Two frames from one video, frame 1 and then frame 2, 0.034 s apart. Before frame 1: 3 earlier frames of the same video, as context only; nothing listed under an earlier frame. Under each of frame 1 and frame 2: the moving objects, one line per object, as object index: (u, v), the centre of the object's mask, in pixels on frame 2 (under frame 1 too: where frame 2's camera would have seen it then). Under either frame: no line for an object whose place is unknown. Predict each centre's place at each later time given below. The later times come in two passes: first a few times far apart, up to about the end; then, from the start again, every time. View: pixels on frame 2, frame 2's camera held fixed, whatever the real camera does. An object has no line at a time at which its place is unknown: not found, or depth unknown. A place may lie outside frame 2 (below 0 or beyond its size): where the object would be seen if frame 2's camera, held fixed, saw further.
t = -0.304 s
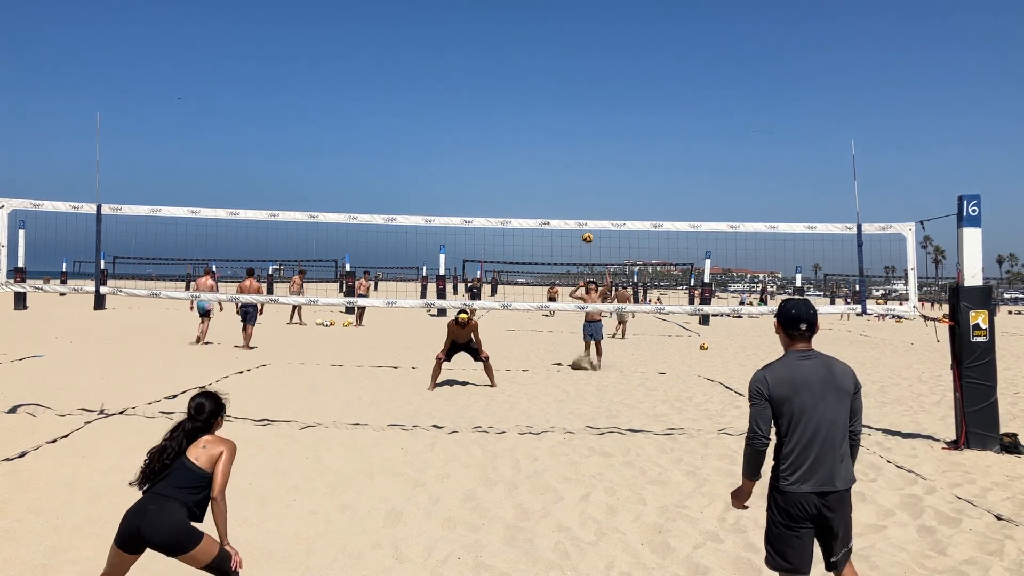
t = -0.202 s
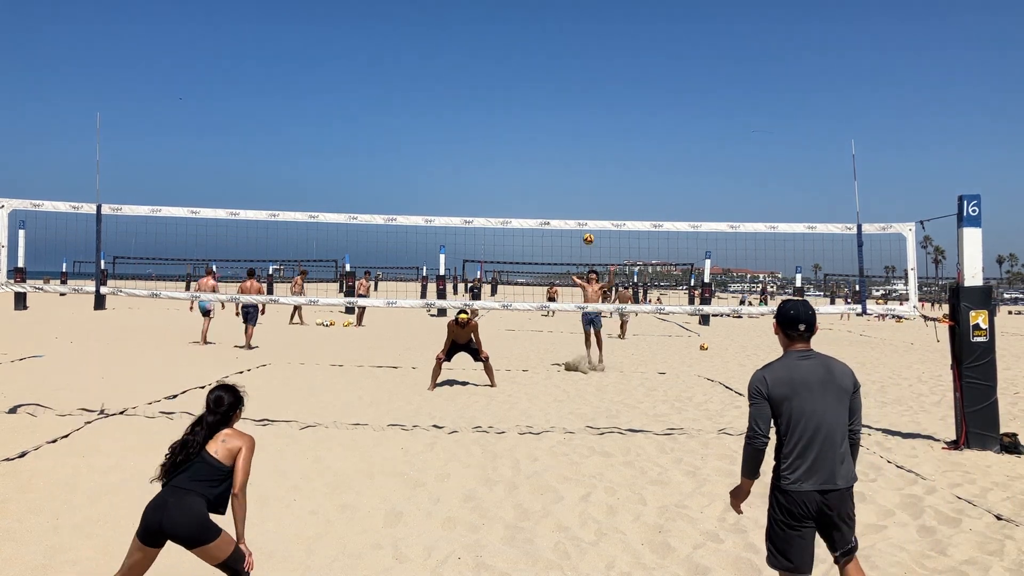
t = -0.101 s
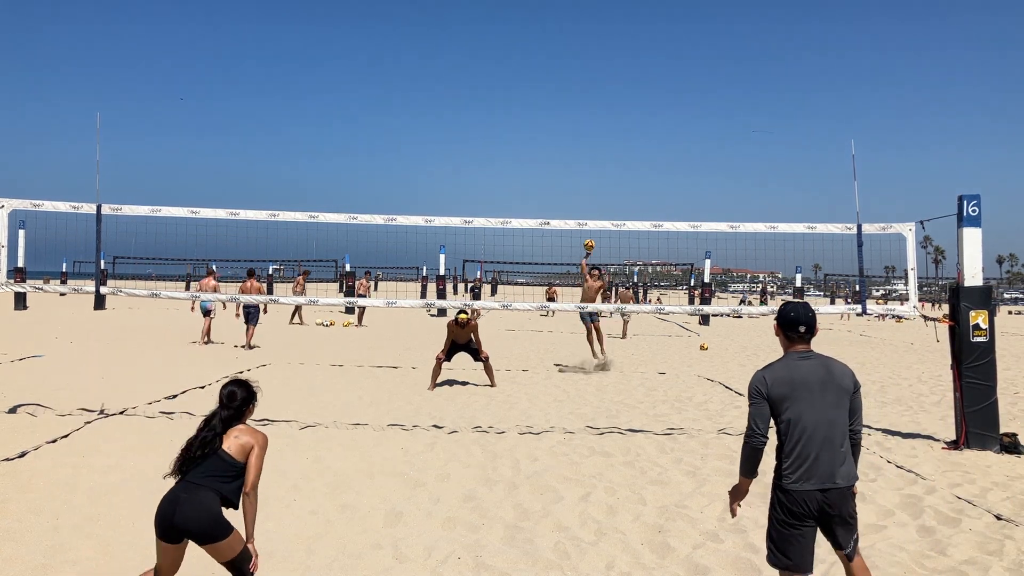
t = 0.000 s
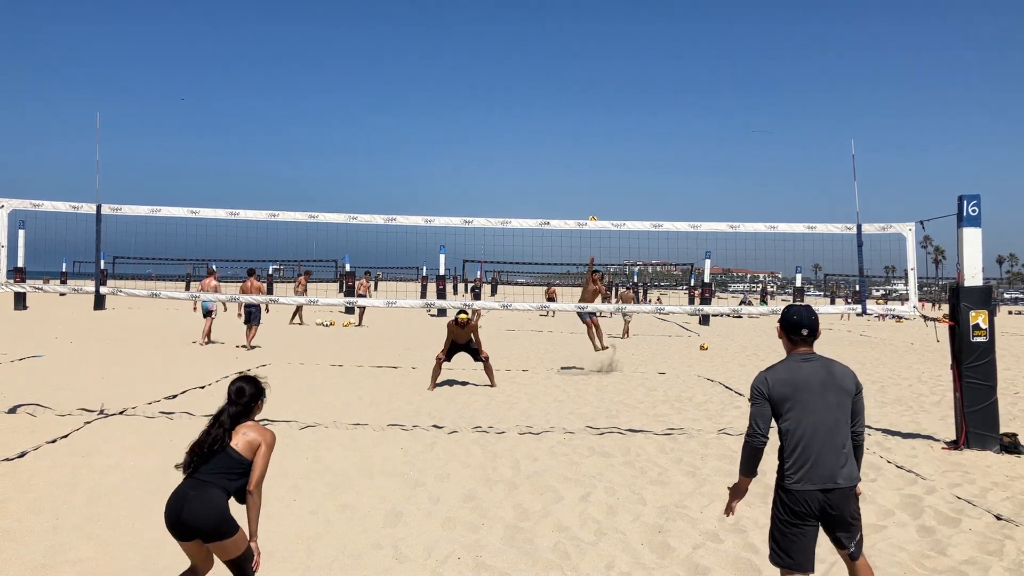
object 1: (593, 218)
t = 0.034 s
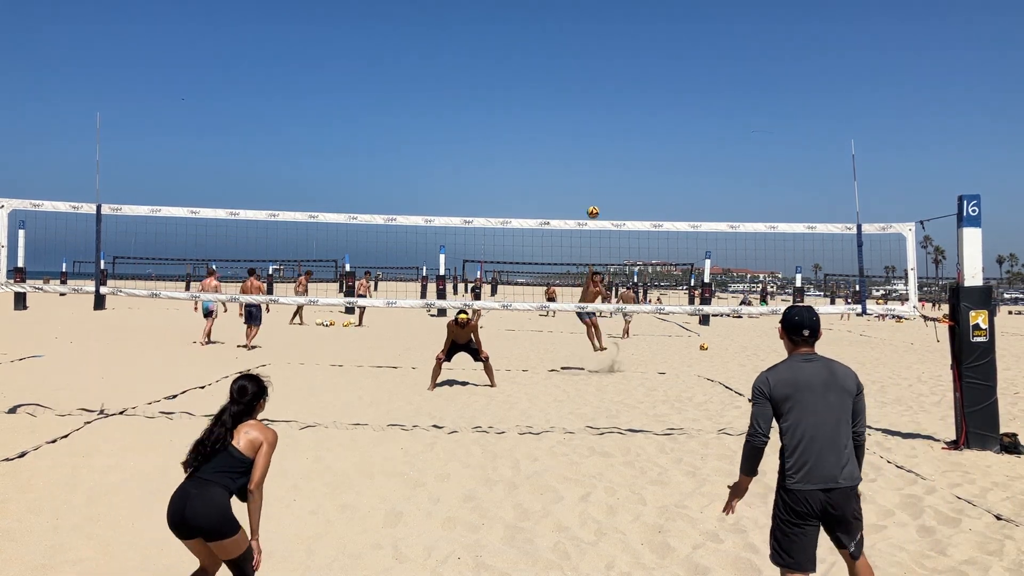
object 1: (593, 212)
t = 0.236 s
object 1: (604, 165)
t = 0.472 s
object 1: (633, 136)
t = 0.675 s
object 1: (677, 146)
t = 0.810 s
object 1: (724, 185)
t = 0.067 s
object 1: (594, 203)
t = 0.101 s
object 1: (596, 195)
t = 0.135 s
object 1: (598, 186)
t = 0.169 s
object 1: (599, 179)
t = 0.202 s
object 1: (602, 172)
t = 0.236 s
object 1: (604, 165)
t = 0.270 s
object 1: (608, 159)
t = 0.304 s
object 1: (611, 153)
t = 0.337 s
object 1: (615, 149)
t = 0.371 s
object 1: (619, 144)
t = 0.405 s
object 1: (623, 141)
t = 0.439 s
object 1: (628, 138)
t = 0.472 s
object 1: (633, 136)
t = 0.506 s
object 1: (639, 135)
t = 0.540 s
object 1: (645, 135)
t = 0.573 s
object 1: (652, 136)
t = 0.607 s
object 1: (660, 138)
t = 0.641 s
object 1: (668, 141)
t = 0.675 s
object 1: (677, 146)
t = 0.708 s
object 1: (687, 153)
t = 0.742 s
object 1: (698, 161)
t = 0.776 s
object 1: (710, 172)
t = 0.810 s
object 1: (724, 185)
